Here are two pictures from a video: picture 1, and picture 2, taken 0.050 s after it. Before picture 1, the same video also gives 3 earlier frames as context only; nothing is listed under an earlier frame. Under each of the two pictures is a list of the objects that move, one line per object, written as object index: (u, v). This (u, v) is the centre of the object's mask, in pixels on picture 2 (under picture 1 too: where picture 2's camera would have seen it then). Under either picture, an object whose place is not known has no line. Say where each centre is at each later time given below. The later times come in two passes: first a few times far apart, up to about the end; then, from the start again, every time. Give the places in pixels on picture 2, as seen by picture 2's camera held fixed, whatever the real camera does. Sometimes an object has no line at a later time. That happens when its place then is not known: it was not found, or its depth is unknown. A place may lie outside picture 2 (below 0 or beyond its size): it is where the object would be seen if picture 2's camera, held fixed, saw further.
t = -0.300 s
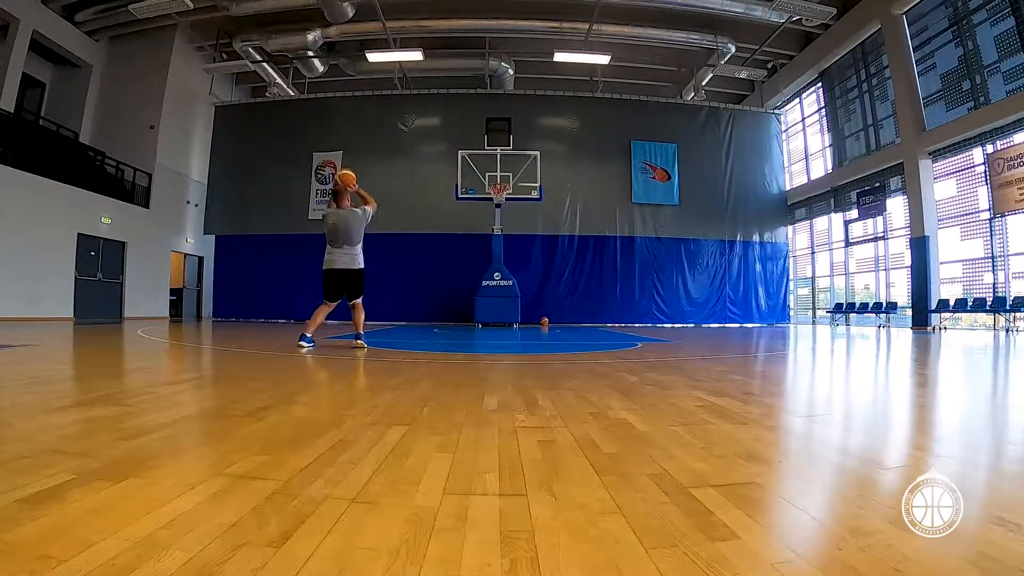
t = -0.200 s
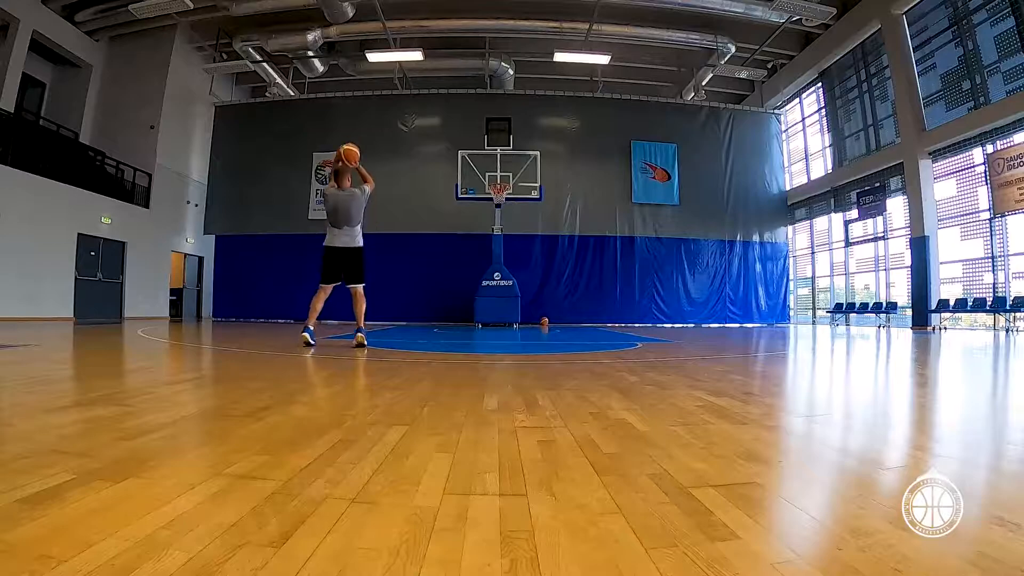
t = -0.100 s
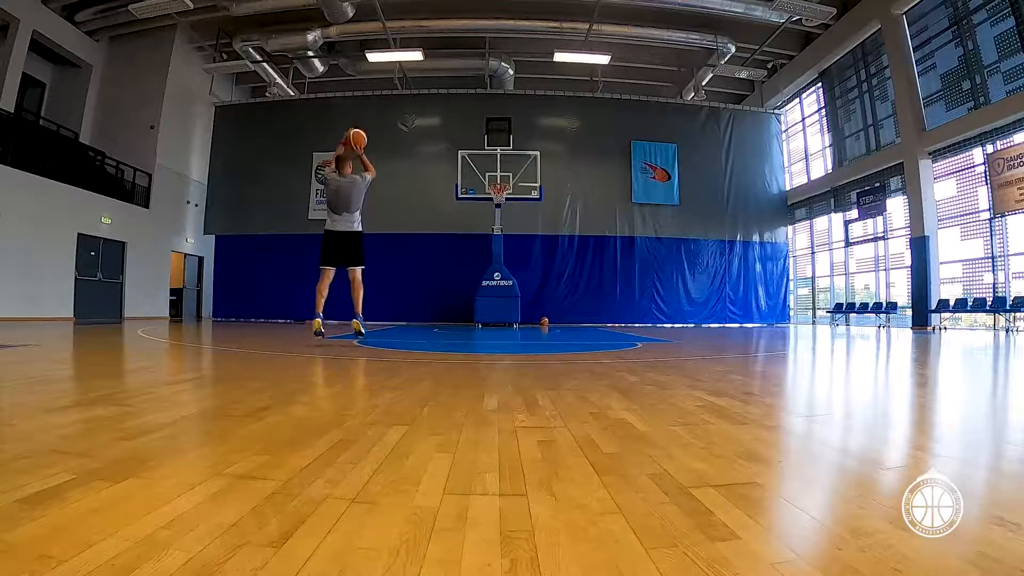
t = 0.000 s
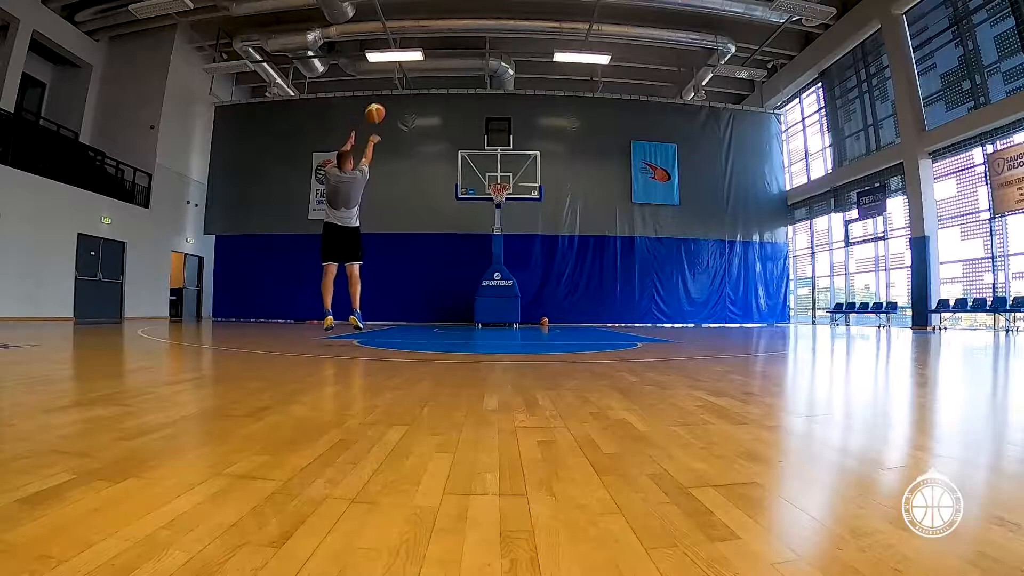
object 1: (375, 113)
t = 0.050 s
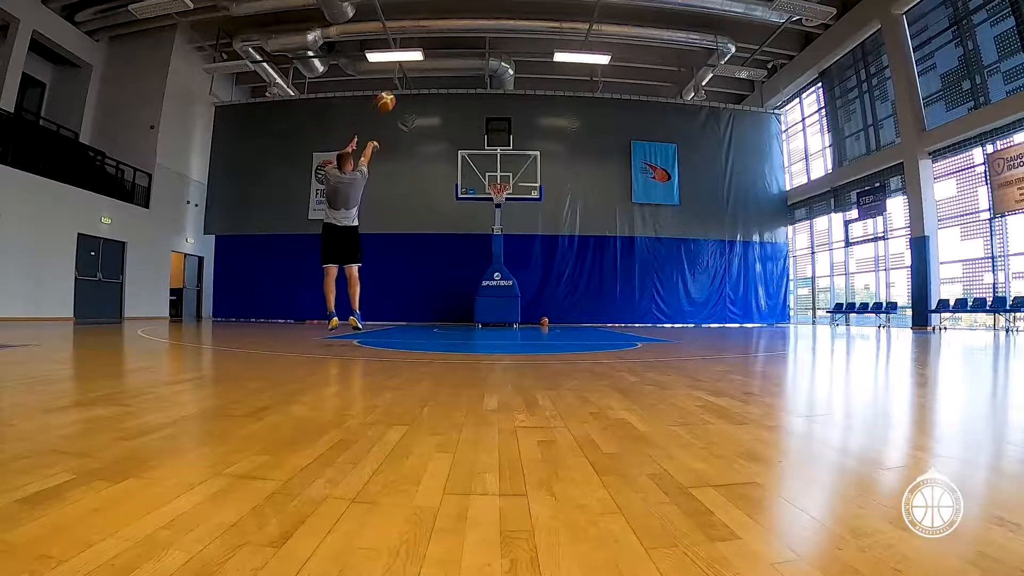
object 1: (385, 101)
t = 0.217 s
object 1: (416, 78)
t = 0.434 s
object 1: (443, 78)
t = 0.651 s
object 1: (464, 100)
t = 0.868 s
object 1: (480, 141)
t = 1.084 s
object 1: (494, 179)
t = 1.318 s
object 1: (521, 167)
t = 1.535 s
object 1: (544, 173)
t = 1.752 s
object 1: (568, 200)
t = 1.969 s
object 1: (594, 253)
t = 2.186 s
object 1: (620, 325)
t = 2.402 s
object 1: (634, 268)
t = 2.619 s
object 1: (646, 236)
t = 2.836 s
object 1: (660, 228)
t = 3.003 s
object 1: (670, 238)
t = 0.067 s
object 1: (389, 97)
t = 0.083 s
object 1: (392, 94)
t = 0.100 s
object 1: (395, 91)
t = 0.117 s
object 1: (398, 89)
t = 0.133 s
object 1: (401, 87)
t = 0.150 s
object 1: (405, 84)
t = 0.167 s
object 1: (407, 83)
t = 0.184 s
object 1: (410, 81)
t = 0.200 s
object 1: (413, 79)
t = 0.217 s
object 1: (416, 78)
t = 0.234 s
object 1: (418, 77)
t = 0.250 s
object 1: (421, 76)
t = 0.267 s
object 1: (423, 76)
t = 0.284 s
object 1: (425, 76)
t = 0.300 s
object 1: (427, 76)
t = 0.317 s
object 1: (430, 75)
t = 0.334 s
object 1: (432, 75)
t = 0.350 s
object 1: (434, 76)
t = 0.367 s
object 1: (437, 76)
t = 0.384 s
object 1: (439, 76)
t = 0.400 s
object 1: (441, 77)
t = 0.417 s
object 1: (442, 78)
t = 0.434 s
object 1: (443, 78)
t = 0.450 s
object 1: (445, 80)
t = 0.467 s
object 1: (447, 81)
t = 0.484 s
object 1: (449, 82)
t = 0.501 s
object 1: (450, 84)
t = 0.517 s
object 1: (452, 85)
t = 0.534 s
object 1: (453, 86)
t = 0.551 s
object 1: (455, 88)
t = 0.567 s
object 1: (456, 88)
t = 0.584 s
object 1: (458, 92)
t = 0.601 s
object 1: (460, 94)
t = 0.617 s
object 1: (461, 95)
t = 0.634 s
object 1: (463, 97)
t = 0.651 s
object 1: (464, 100)
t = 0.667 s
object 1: (465, 103)
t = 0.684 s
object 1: (466, 106)
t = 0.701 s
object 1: (468, 109)
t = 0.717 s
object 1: (469, 112)
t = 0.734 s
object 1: (470, 115)
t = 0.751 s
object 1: (471, 117)
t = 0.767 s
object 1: (473, 120)
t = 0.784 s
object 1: (474, 123)
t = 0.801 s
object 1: (475, 127)
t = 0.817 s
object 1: (476, 130)
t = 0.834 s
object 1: (478, 133)
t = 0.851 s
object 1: (479, 137)
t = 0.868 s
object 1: (480, 141)
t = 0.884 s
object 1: (481, 143)
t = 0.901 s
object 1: (481, 147)
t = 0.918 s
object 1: (482, 151)
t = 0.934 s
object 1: (484, 156)
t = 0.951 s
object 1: (485, 159)
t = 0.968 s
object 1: (486, 164)
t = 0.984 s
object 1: (487, 167)
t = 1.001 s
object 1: (488, 171)
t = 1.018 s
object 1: (489, 175)
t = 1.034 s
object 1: (490, 180)
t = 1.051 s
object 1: (491, 180)
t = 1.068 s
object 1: (493, 179)
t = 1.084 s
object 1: (494, 179)
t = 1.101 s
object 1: (497, 178)
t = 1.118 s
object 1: (499, 177)
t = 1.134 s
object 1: (500, 177)
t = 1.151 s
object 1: (503, 176)
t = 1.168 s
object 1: (505, 175)
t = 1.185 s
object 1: (507, 174)
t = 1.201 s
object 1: (508, 173)
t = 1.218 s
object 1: (509, 172)
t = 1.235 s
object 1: (512, 171)
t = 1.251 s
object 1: (514, 168)
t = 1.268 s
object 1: (515, 168)
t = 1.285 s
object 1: (516, 169)
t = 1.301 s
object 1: (519, 167)
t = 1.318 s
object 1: (521, 167)
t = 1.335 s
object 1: (523, 167)
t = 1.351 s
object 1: (524, 167)
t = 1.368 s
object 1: (526, 166)
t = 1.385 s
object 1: (528, 166)
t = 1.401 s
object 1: (528, 166)
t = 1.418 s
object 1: (532, 167)
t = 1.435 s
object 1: (533, 167)
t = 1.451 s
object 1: (534, 167)
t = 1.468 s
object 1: (537, 169)
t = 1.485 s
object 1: (538, 170)
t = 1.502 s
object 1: (540, 170)
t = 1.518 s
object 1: (542, 172)
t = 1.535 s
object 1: (544, 173)
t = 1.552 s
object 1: (546, 174)
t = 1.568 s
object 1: (547, 175)
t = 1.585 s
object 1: (549, 176)
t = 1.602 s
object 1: (551, 178)
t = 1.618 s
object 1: (554, 180)
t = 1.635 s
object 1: (555, 183)
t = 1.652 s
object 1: (557, 184)
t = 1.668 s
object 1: (559, 186)
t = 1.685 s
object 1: (561, 189)
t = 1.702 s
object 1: (562, 192)
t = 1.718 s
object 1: (565, 194)
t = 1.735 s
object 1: (567, 198)
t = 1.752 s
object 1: (568, 200)
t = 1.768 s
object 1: (570, 203)
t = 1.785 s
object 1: (573, 207)
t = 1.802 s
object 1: (575, 210)
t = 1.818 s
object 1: (577, 214)
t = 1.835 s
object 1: (578, 217)
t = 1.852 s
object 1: (581, 221)
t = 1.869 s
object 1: (582, 225)
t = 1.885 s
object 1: (584, 229)
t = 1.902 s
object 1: (586, 234)
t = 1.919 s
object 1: (589, 238)
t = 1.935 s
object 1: (591, 243)
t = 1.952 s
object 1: (593, 248)
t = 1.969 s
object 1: (594, 253)
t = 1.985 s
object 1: (597, 258)
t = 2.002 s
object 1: (599, 263)
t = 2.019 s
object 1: (601, 269)
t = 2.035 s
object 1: (603, 275)
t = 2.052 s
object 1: (605, 281)
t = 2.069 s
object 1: (607, 286)
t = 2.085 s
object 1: (609, 292)
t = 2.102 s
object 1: (611, 299)
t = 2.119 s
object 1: (613, 305)
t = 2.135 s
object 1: (615, 312)
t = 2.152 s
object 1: (618, 318)
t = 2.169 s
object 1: (619, 325)
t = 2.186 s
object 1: (620, 325)
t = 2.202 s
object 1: (621, 320)
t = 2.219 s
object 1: (623, 315)
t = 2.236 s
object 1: (624, 310)
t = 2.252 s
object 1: (625, 305)
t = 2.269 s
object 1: (626, 300)
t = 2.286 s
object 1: (627, 296)
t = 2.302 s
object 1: (628, 292)
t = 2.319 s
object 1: (629, 287)
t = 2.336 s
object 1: (630, 283)
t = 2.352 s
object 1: (631, 279)
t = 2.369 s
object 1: (632, 275)
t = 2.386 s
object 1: (633, 271)
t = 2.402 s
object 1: (634, 268)
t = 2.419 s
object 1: (635, 265)
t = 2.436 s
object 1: (636, 262)
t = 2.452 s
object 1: (637, 259)
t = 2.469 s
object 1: (638, 256)
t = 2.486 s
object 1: (639, 253)
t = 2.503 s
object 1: (640, 250)
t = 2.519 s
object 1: (641, 248)
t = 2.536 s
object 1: (642, 246)
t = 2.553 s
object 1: (643, 244)
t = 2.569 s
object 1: (644, 241)
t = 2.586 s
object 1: (645, 240)
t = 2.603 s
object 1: (645, 238)
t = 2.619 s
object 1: (646, 236)
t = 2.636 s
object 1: (648, 235)
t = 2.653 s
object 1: (649, 233)
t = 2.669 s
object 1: (650, 232)
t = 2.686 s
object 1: (651, 231)
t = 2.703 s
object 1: (652, 230)
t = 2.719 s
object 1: (653, 229)
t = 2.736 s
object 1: (654, 229)
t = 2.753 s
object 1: (654, 228)
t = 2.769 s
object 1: (655, 228)
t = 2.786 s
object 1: (656, 228)
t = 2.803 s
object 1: (657, 228)
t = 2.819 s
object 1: (659, 228)
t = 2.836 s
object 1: (660, 228)
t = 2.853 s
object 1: (660, 228)
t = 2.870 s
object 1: (662, 228)
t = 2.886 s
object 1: (662, 229)
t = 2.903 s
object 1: (663, 230)
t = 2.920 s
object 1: (664, 231)
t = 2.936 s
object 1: (665, 232)
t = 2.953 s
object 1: (667, 233)
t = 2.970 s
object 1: (668, 235)
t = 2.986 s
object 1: (669, 237)
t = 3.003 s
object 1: (670, 238)
